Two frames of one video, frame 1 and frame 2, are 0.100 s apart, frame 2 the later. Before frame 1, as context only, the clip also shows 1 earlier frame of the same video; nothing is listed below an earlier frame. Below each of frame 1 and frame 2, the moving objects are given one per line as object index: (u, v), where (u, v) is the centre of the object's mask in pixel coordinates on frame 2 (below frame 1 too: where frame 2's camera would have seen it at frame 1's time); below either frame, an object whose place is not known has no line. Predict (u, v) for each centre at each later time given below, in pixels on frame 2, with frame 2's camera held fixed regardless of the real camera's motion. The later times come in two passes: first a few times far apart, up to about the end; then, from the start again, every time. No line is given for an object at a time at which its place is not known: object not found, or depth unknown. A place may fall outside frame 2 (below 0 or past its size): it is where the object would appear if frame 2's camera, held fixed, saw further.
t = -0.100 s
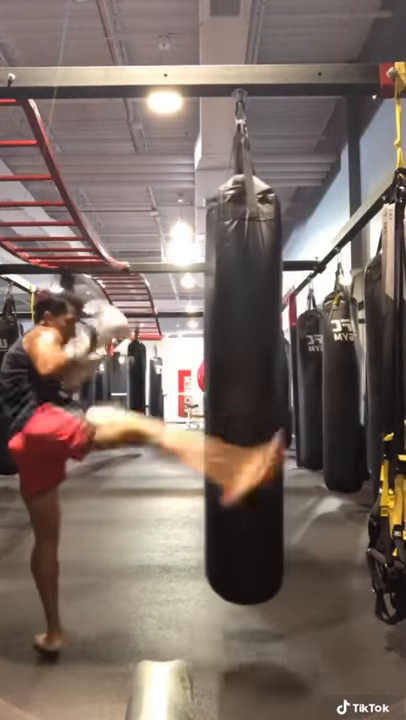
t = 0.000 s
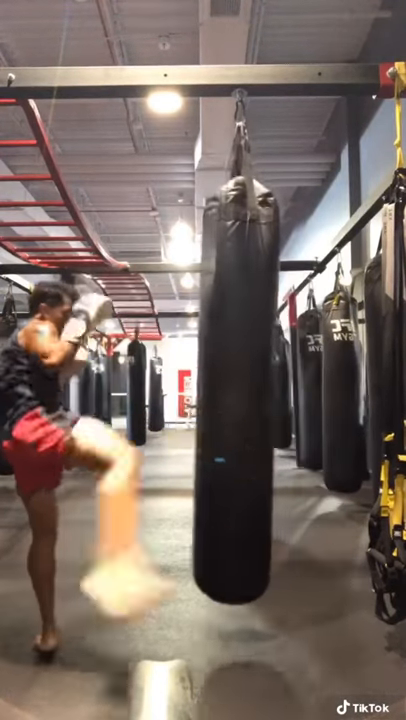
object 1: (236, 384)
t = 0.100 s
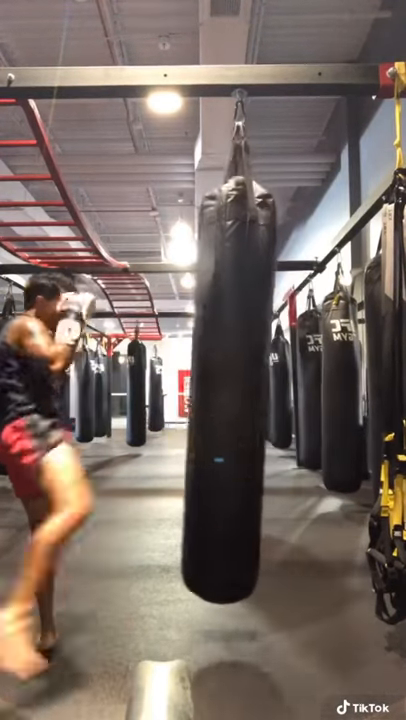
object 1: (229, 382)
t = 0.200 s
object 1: (223, 382)
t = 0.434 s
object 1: (214, 383)
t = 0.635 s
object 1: (213, 387)
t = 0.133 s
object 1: (227, 382)
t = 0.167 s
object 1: (225, 381)
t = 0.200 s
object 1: (223, 382)
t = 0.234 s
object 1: (221, 382)
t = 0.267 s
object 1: (220, 382)
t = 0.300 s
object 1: (218, 382)
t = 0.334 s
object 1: (217, 382)
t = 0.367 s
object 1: (216, 382)
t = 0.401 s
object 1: (215, 383)
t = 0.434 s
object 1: (214, 383)
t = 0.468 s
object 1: (213, 384)
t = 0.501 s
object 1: (213, 384)
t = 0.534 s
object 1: (213, 385)
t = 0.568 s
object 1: (213, 385)
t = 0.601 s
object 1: (213, 386)
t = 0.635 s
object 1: (213, 387)
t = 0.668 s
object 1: (214, 387)
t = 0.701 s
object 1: (215, 388)
